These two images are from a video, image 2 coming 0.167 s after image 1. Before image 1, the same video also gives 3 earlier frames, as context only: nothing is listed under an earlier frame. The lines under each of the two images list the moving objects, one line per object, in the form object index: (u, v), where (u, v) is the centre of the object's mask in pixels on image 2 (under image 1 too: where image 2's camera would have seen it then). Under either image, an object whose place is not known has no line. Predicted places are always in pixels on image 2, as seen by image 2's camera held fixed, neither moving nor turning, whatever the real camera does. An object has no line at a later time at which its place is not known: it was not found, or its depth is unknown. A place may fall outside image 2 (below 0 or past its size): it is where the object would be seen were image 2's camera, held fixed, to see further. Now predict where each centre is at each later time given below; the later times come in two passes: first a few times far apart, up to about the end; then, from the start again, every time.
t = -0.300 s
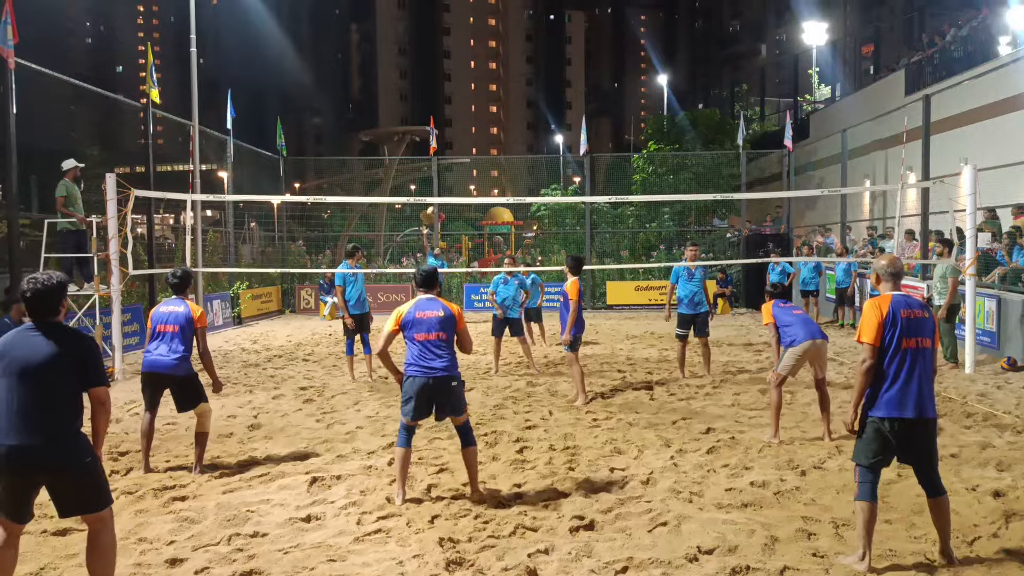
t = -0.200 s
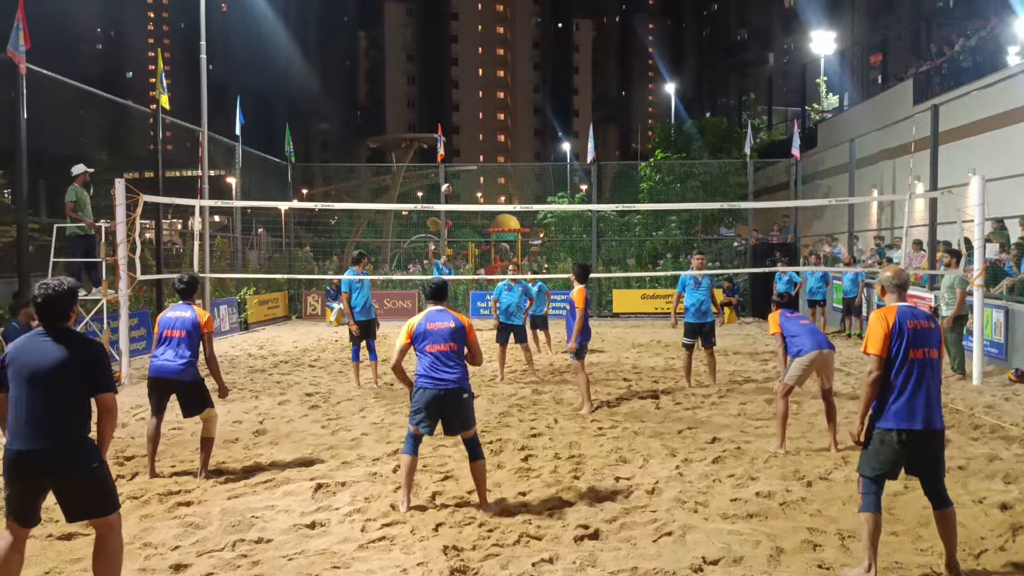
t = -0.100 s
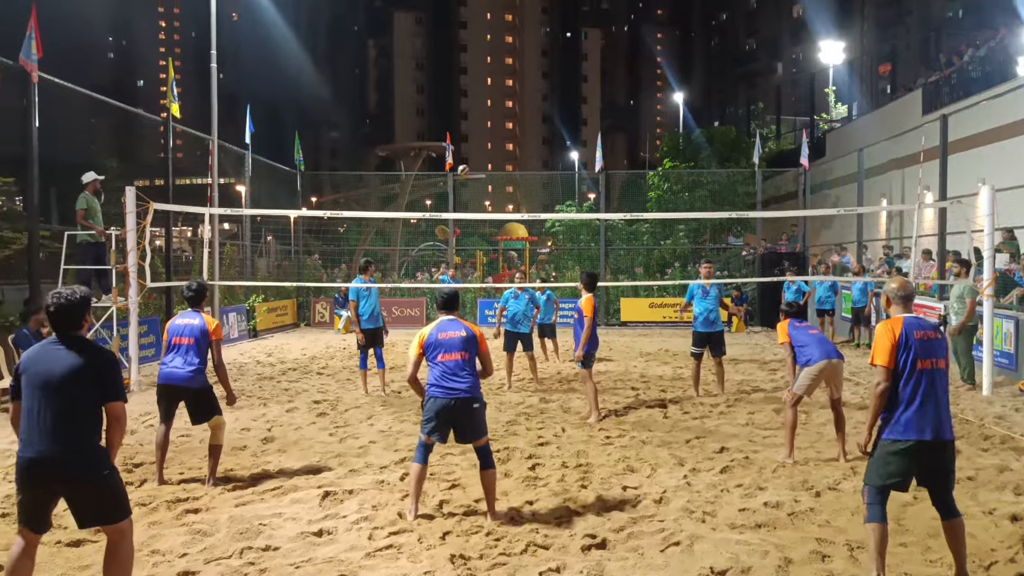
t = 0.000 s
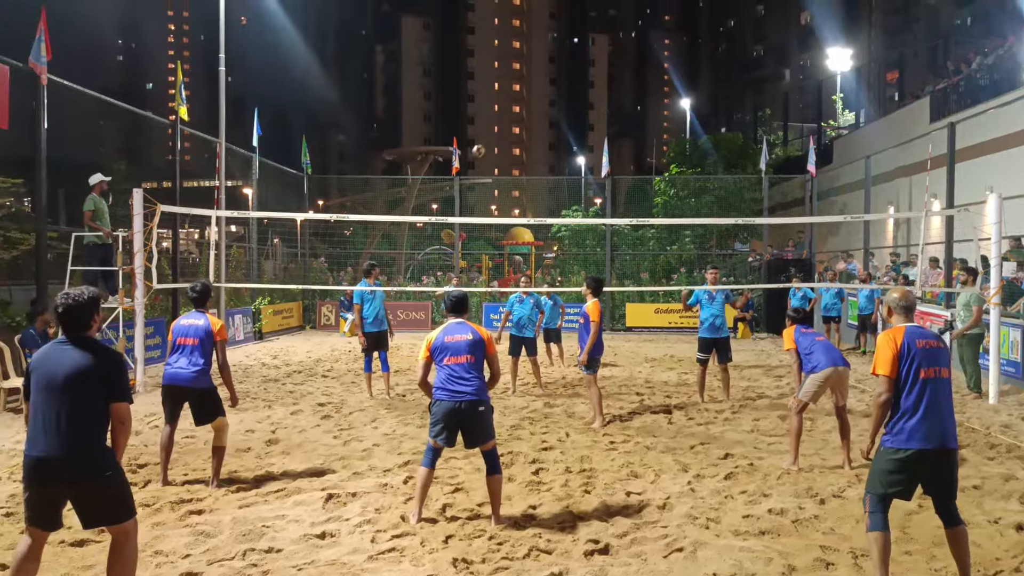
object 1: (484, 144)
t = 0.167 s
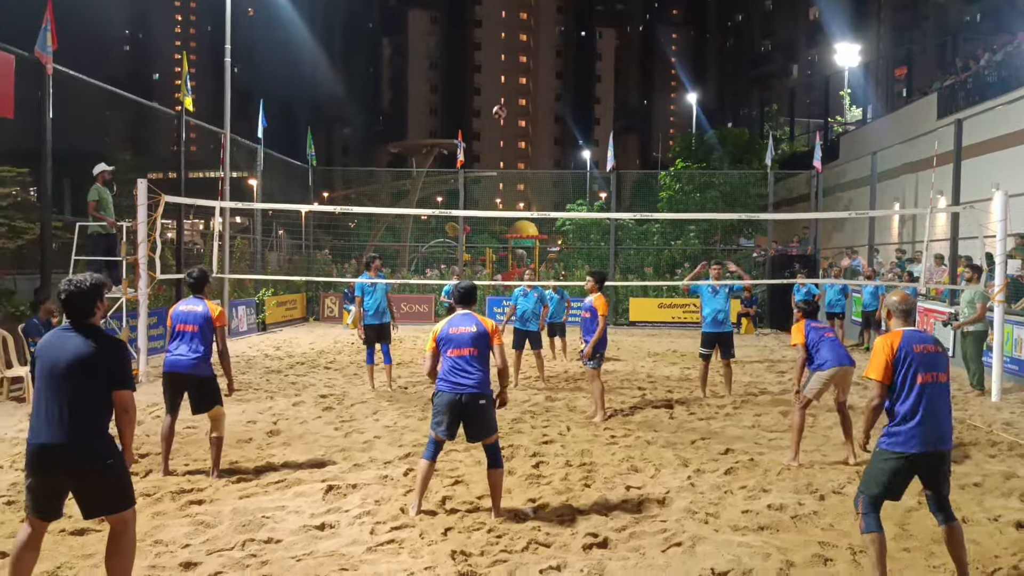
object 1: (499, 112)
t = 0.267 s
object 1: (509, 99)
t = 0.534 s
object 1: (542, 99)
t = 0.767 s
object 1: (581, 161)
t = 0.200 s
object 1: (503, 107)
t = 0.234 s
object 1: (506, 103)
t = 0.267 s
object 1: (509, 99)
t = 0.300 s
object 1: (512, 96)
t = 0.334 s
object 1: (516, 94)
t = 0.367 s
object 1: (520, 92)
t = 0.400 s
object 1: (524, 91)
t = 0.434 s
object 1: (528, 92)
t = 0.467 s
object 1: (532, 93)
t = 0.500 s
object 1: (537, 95)
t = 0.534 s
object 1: (542, 99)
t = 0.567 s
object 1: (547, 104)
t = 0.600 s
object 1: (552, 110)
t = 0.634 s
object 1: (558, 117)
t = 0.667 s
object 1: (563, 126)
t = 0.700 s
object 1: (569, 137)
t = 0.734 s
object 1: (574, 148)
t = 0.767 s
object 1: (581, 161)
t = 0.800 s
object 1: (586, 178)
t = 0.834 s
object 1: (593, 195)
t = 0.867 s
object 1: (600, 217)
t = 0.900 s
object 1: (609, 240)
